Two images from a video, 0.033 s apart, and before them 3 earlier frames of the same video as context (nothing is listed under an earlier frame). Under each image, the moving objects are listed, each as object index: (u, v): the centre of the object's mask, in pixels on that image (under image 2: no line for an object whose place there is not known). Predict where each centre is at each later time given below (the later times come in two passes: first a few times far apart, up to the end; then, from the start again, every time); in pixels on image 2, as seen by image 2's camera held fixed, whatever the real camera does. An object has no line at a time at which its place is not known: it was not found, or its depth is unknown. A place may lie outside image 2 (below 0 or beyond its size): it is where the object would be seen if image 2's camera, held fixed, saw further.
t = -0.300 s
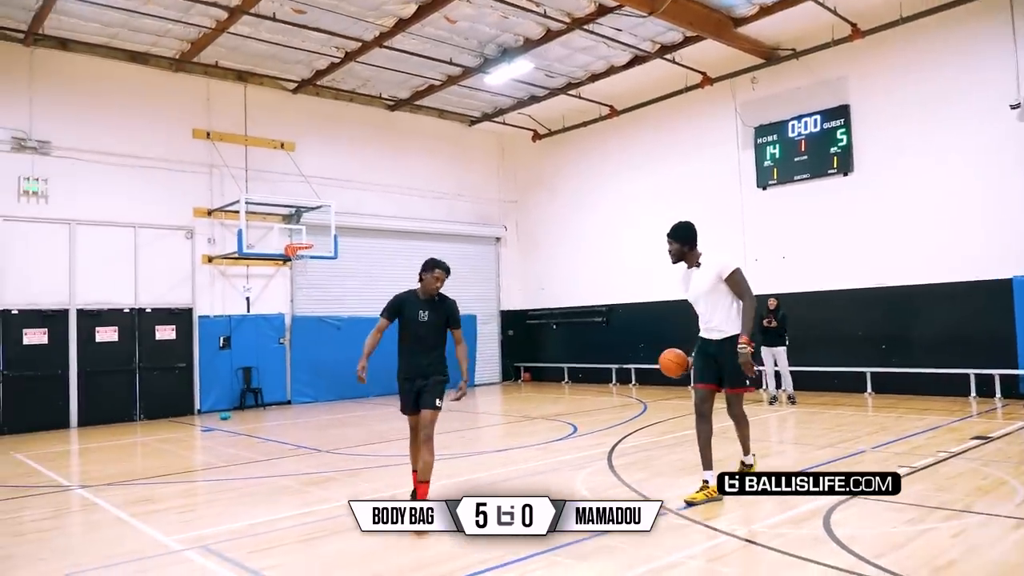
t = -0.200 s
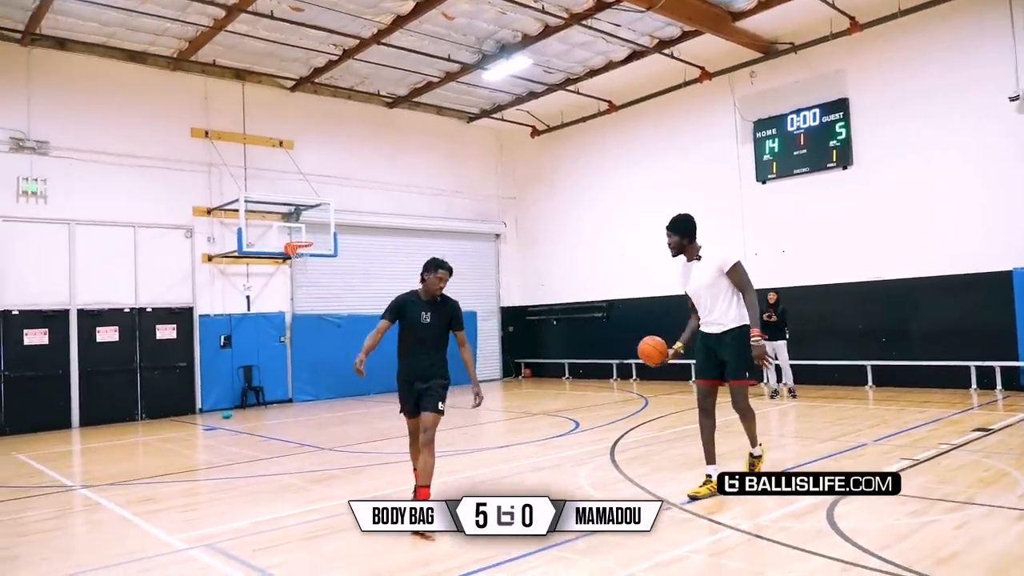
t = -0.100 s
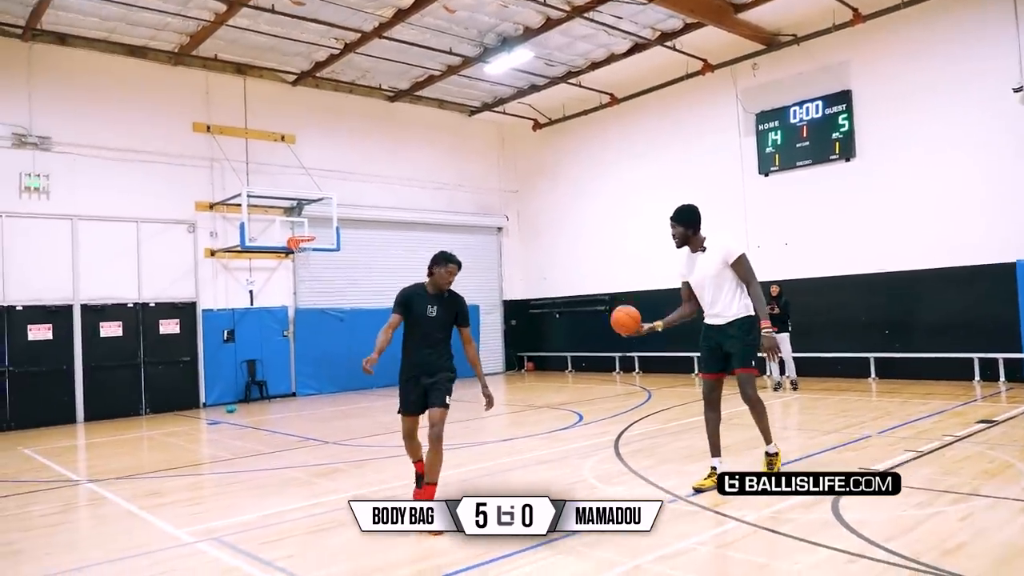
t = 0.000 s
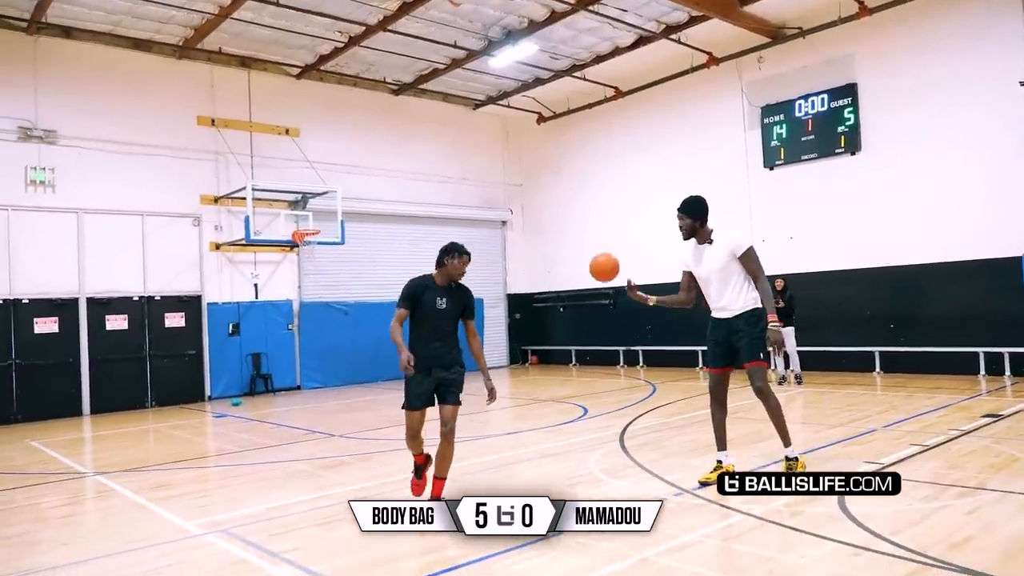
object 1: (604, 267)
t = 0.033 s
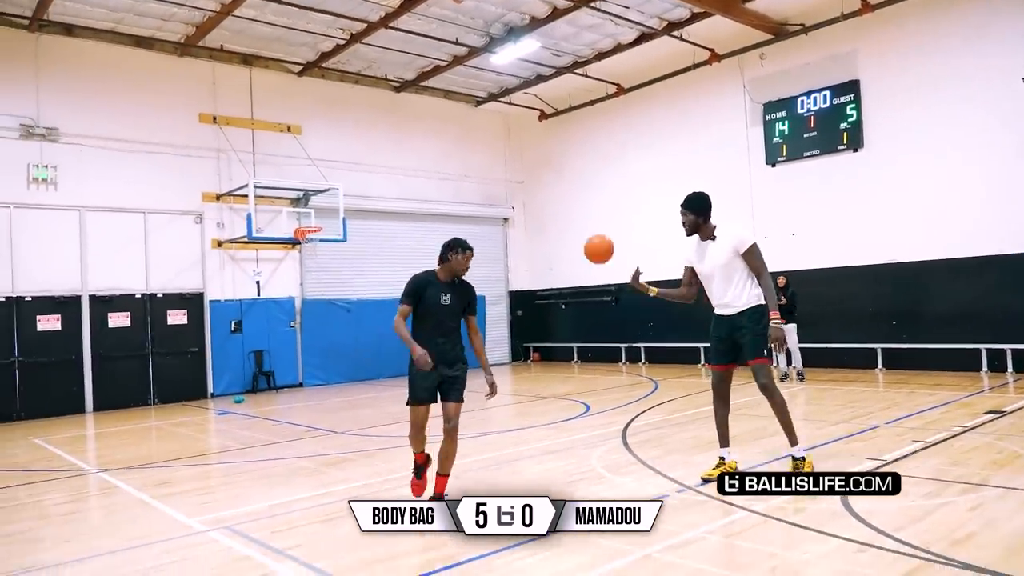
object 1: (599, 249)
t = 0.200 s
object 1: (560, 191)
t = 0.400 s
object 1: (514, 163)
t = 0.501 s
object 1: (489, 169)
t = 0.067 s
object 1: (591, 234)
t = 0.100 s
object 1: (583, 222)
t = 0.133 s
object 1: (575, 210)
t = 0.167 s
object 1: (567, 199)
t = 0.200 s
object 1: (560, 191)
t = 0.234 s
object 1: (552, 182)
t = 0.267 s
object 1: (544, 176)
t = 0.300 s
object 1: (536, 170)
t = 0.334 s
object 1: (528, 167)
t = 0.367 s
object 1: (522, 164)
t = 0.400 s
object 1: (514, 163)
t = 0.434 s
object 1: (505, 163)
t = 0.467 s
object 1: (497, 165)
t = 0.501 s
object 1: (489, 169)
